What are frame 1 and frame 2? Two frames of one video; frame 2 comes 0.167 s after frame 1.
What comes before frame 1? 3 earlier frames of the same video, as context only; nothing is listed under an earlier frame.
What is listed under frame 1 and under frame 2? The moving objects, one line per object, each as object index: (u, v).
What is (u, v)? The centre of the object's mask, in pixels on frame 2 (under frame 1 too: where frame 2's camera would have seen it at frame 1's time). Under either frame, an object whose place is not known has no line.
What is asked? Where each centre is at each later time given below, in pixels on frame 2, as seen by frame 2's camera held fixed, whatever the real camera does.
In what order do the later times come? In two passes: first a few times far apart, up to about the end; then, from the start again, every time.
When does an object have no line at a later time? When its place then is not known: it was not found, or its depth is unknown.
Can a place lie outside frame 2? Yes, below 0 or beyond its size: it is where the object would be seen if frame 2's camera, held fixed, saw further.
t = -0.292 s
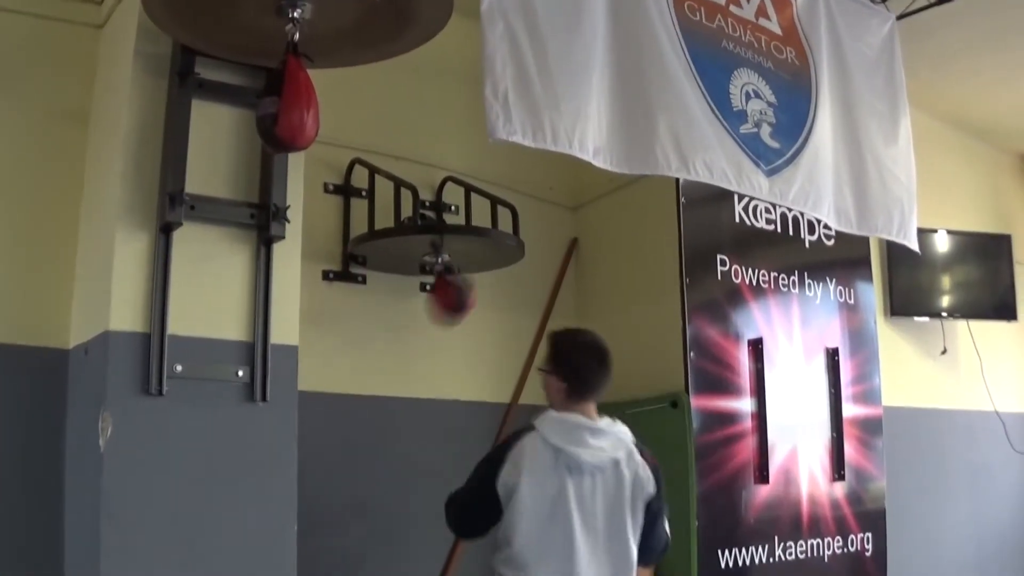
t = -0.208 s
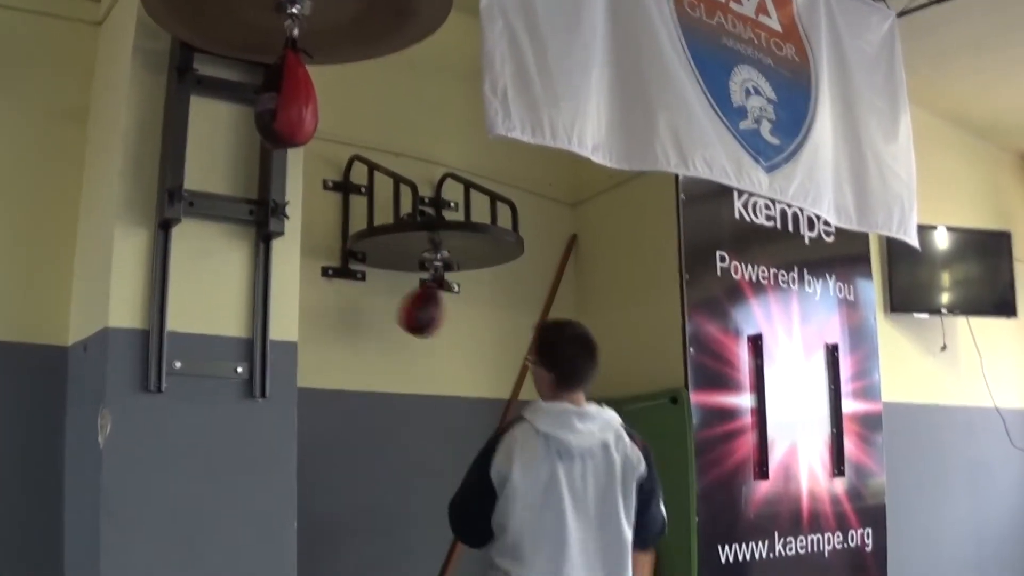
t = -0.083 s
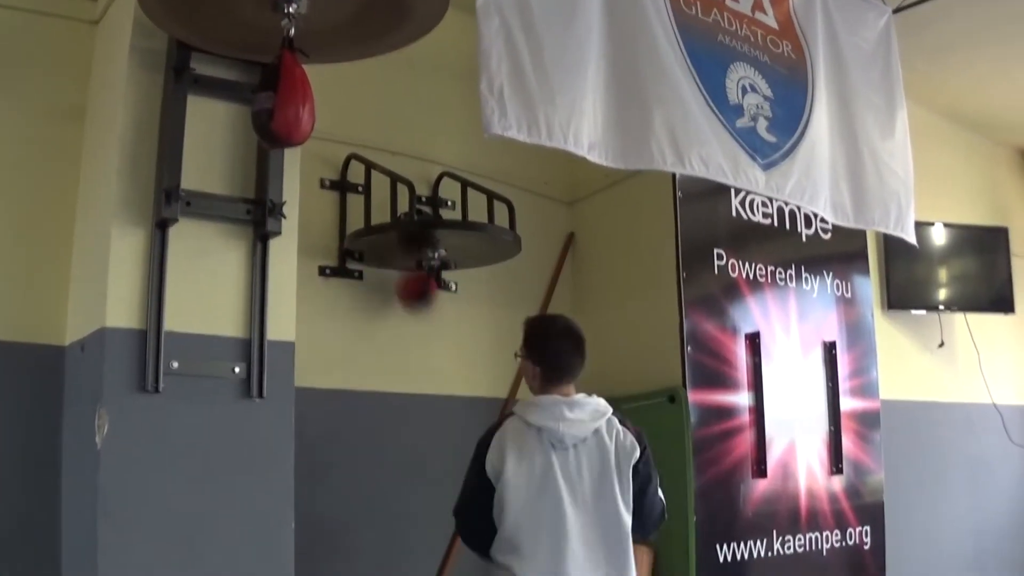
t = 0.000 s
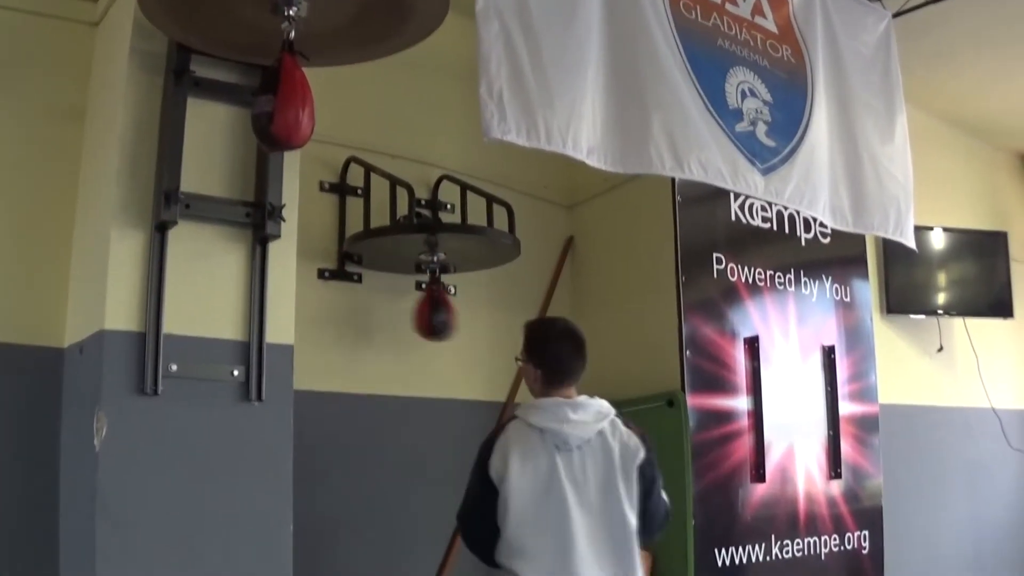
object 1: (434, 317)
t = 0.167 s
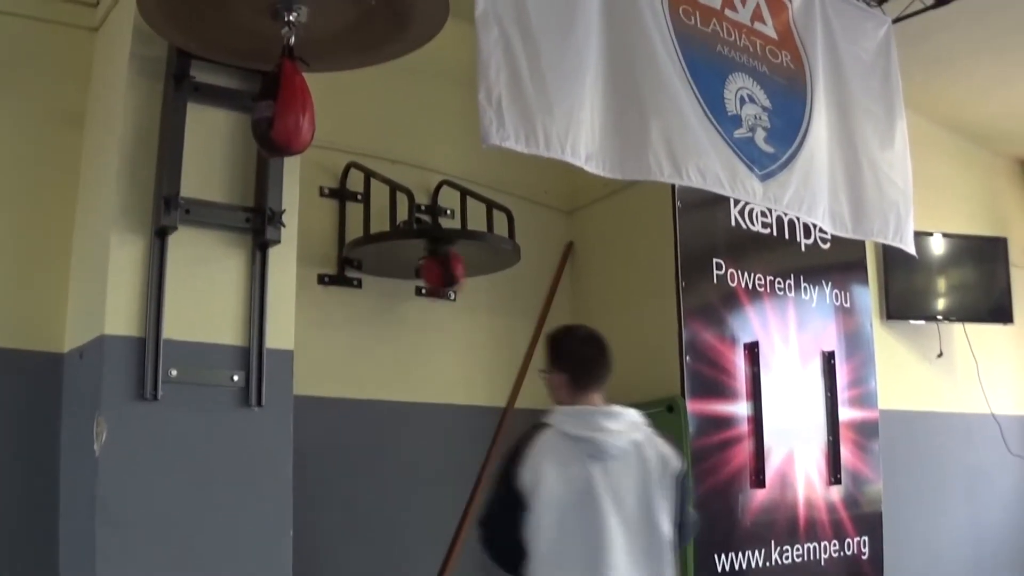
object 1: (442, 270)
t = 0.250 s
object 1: (431, 293)
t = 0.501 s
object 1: (439, 295)
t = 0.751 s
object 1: (436, 315)
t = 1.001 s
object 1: (399, 274)
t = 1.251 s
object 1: (431, 319)
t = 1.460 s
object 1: (474, 293)
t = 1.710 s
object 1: (444, 316)
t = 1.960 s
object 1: (391, 297)
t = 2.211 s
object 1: (432, 319)
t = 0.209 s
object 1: (438, 275)
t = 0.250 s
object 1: (431, 293)
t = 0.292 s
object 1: (426, 308)
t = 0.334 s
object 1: (424, 315)
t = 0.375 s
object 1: (425, 316)
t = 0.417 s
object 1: (429, 313)
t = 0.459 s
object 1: (433, 304)
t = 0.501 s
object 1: (439, 295)
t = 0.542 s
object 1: (444, 276)
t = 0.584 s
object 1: (445, 297)
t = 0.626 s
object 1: (446, 306)
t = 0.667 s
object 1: (445, 313)
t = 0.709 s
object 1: (442, 316)
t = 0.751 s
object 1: (436, 315)
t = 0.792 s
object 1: (428, 309)
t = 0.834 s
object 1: (419, 299)
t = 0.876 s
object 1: (410, 286)
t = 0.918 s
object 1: (404, 278)
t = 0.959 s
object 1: (400, 274)
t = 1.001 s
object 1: (399, 274)
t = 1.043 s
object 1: (397, 277)
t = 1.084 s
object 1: (397, 284)
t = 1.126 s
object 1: (399, 295)
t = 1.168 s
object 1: (406, 306)
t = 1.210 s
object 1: (417, 316)
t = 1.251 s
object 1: (431, 319)
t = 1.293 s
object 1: (444, 317)
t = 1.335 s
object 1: (454, 310)
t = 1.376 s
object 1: (464, 304)
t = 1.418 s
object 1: (471, 298)
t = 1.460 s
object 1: (474, 293)
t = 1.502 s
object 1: (475, 292)
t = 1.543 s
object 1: (475, 293)
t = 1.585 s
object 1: (473, 297)
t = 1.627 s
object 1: (467, 305)
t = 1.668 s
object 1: (458, 310)
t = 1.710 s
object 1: (444, 316)
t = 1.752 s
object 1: (430, 317)
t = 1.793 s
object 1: (415, 314)
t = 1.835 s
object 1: (403, 310)
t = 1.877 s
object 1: (396, 303)
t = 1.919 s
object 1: (392, 298)
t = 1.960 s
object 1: (391, 297)
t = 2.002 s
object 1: (391, 298)
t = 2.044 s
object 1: (394, 302)
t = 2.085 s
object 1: (399, 308)
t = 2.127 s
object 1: (407, 314)
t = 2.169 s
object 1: (419, 319)
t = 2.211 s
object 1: (432, 319)
